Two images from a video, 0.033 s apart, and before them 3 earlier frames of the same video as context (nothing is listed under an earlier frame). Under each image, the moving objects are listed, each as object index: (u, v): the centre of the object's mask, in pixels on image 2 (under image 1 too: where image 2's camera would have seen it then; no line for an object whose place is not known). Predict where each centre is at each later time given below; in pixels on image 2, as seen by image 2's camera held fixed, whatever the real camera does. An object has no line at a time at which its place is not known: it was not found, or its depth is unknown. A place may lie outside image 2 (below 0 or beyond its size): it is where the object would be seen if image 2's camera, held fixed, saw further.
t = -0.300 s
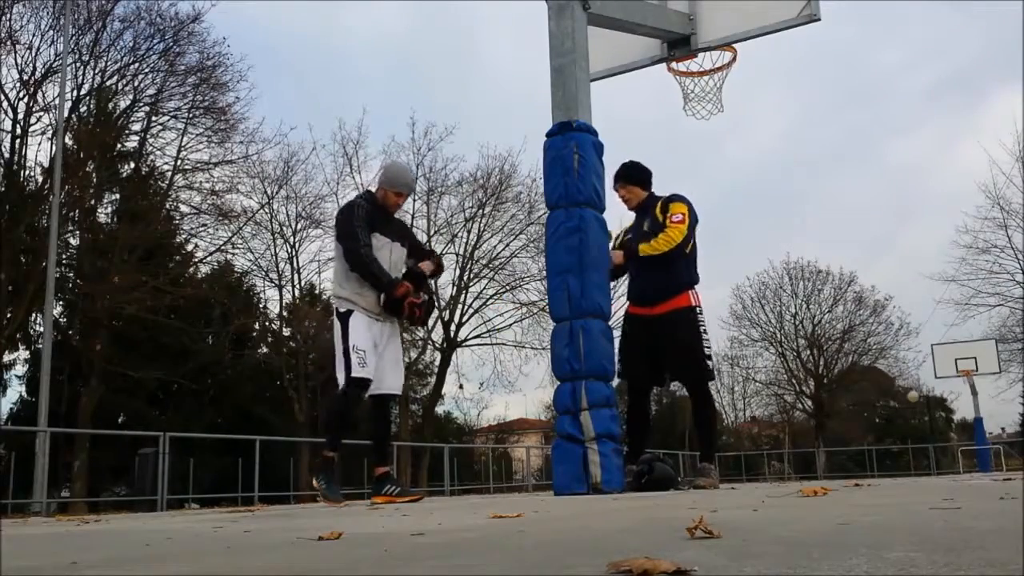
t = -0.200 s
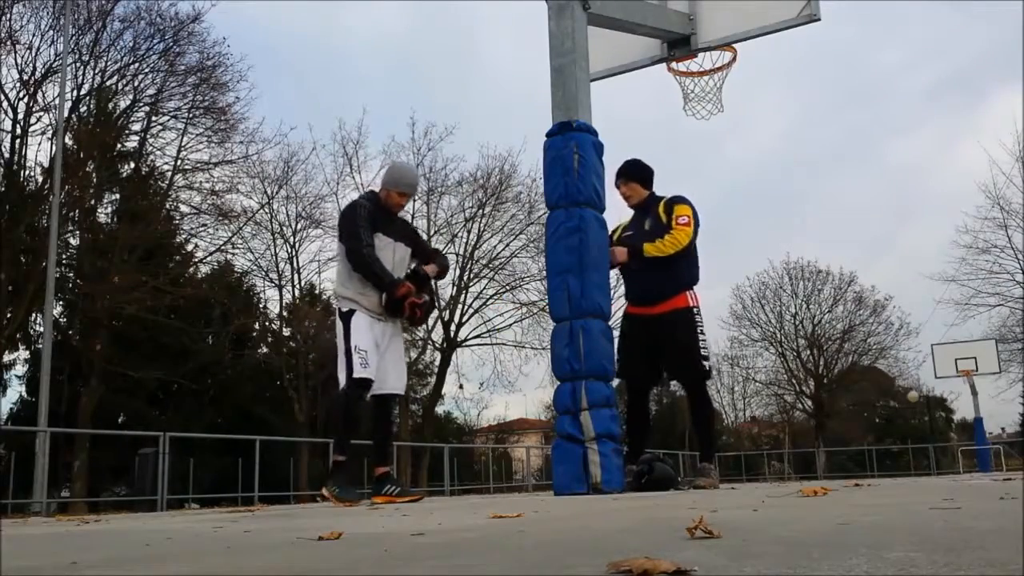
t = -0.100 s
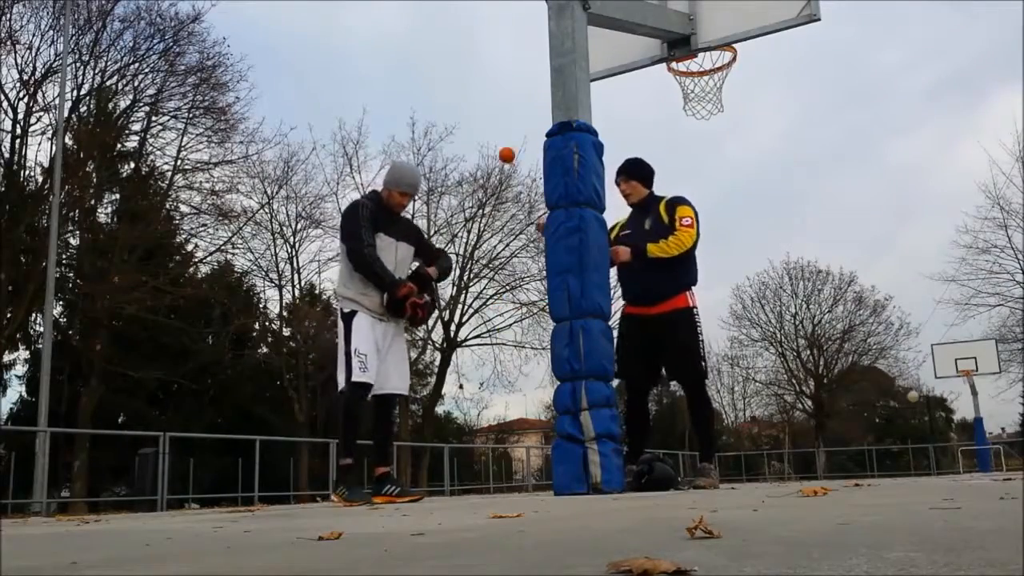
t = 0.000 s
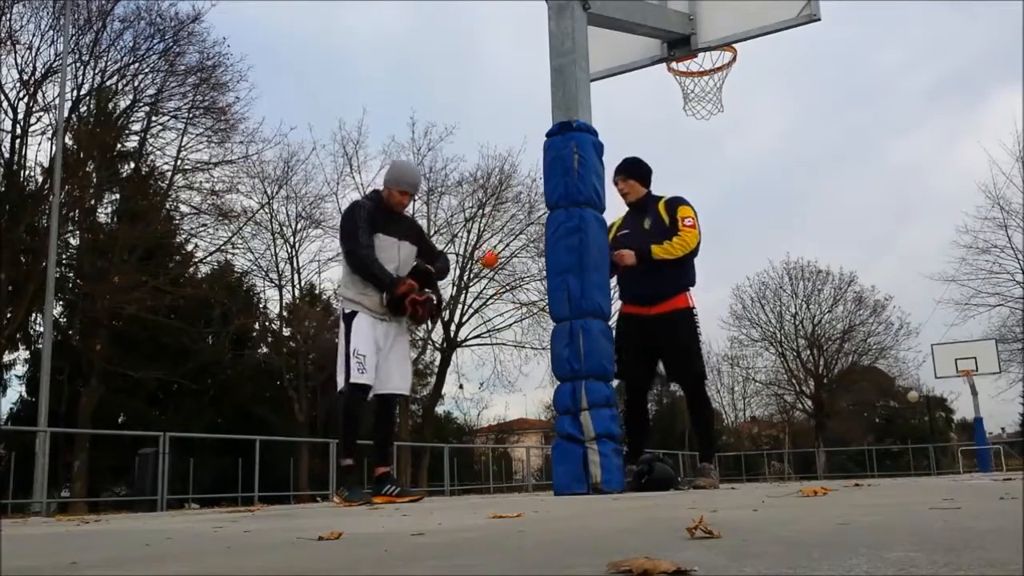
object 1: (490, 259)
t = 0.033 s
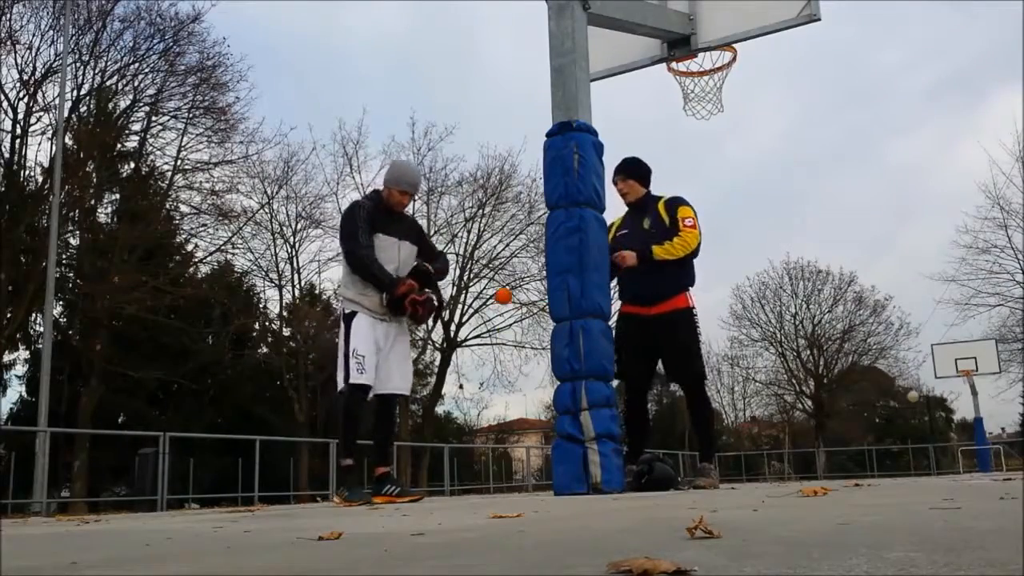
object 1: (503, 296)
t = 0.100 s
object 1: (544, 358)
